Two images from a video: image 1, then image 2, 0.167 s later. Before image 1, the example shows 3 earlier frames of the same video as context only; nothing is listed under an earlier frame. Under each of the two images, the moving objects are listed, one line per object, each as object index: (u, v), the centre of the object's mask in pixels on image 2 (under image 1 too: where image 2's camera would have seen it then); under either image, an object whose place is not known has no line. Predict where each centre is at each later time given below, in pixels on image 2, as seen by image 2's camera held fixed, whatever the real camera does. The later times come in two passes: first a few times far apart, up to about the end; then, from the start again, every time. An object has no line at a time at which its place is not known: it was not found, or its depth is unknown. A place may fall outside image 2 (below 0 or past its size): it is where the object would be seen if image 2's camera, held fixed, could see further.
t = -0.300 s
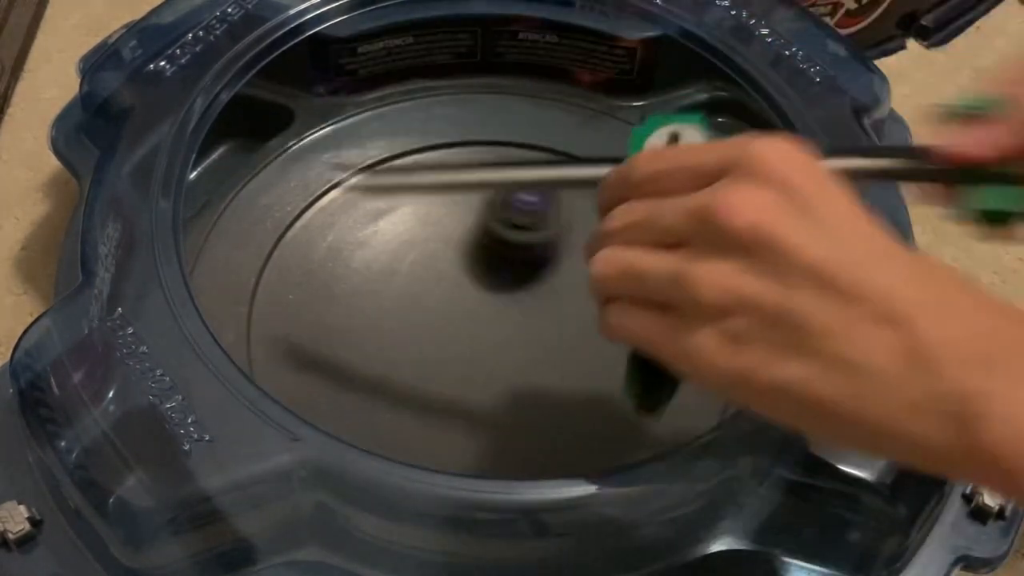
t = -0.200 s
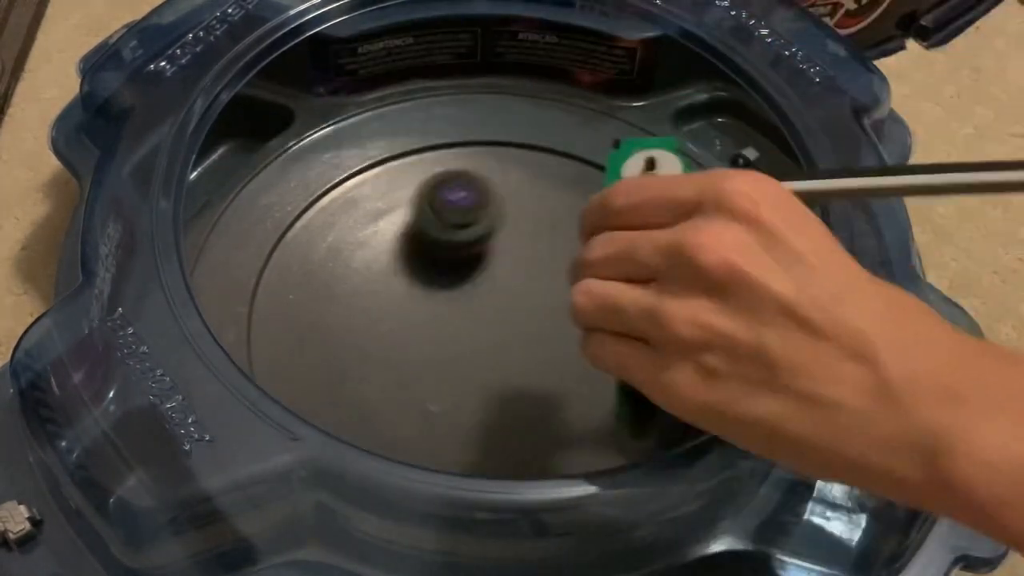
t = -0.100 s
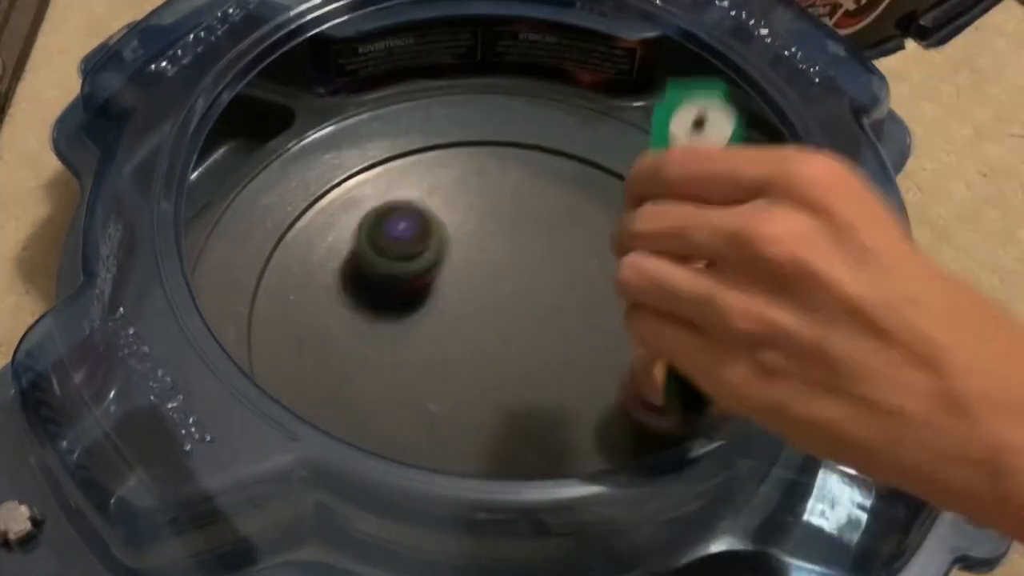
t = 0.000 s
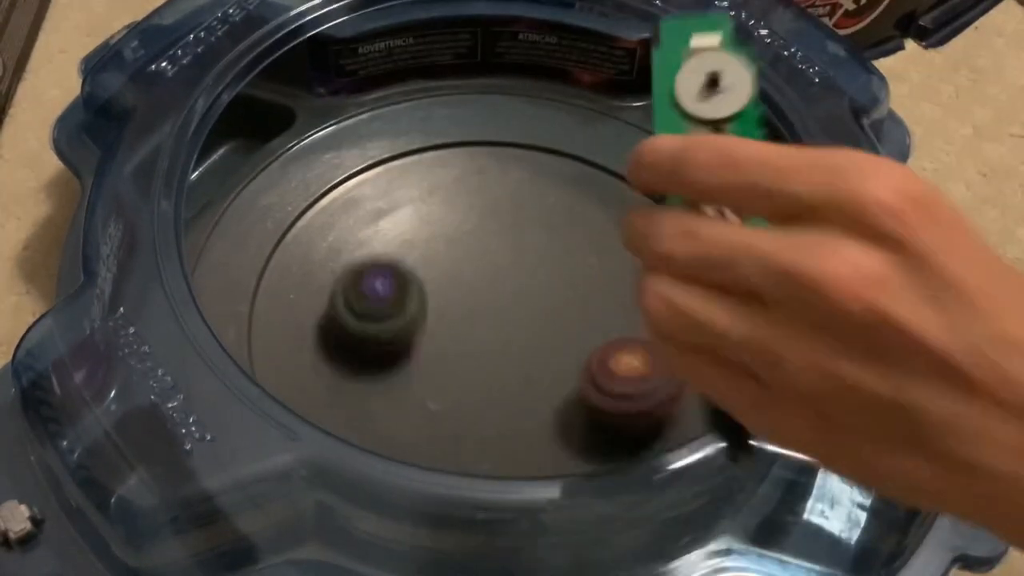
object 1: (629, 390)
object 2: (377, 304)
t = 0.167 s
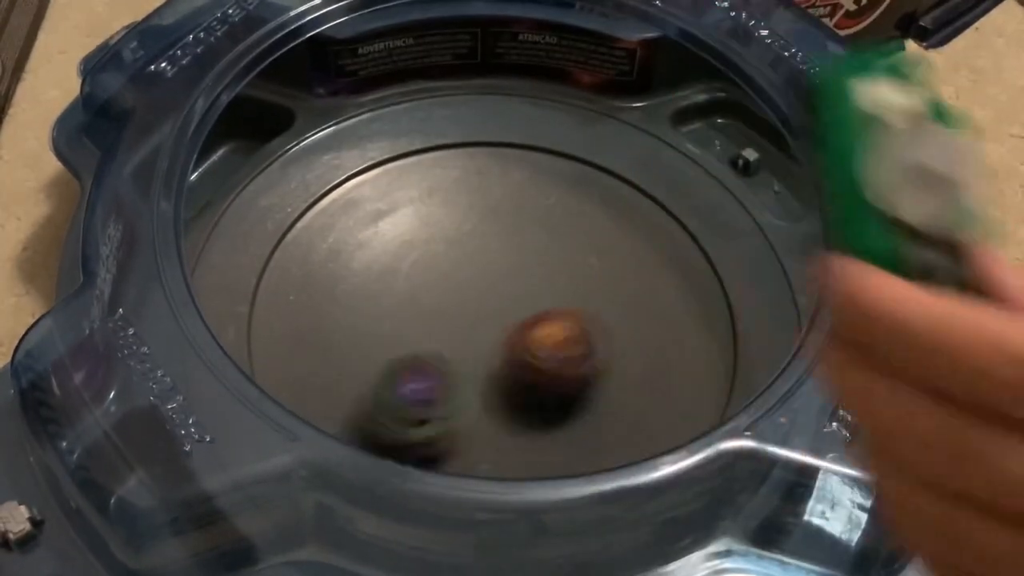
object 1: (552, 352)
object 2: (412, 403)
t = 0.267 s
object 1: (652, 298)
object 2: (331, 410)
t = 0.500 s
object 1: (568, 206)
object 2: (416, 386)
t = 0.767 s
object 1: (334, 313)
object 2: (467, 307)
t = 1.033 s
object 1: (473, 457)
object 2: (457, 227)
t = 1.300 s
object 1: (636, 290)
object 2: (461, 247)
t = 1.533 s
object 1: (510, 157)
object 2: (534, 311)
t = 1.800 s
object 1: (345, 260)
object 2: (616, 332)
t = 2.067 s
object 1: (546, 430)
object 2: (571, 326)
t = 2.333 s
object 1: (717, 336)
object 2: (453, 353)
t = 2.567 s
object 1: (518, 235)
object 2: (411, 377)
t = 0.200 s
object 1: (595, 336)
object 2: (375, 411)
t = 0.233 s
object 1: (629, 314)
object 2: (335, 409)
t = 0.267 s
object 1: (652, 298)
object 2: (331, 410)
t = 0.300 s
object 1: (667, 278)
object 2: (334, 410)
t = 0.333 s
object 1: (668, 264)
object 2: (341, 408)
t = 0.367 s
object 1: (665, 246)
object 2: (350, 407)
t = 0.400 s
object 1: (652, 232)
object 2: (364, 406)
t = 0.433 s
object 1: (632, 221)
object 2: (379, 405)
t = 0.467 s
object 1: (602, 214)
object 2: (400, 391)
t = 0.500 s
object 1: (568, 206)
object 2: (416, 386)
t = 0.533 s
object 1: (530, 205)
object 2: (429, 379)
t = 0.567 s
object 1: (491, 209)
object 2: (439, 372)
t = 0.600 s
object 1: (455, 218)
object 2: (445, 364)
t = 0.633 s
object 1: (421, 233)
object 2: (450, 353)
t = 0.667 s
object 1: (391, 248)
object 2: (456, 342)
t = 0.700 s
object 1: (367, 267)
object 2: (460, 333)
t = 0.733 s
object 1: (346, 291)
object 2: (464, 321)
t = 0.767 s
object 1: (334, 313)
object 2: (467, 307)
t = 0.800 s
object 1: (329, 334)
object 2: (468, 294)
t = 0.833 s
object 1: (327, 369)
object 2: (469, 280)
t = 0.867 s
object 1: (335, 389)
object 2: (468, 267)
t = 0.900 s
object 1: (349, 409)
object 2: (467, 256)
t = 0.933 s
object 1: (373, 427)
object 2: (464, 248)
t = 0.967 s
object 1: (404, 441)
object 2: (463, 238)
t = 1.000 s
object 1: (435, 451)
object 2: (459, 233)
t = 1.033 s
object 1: (473, 457)
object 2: (457, 227)
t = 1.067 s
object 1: (510, 456)
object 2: (454, 223)
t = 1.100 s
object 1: (548, 451)
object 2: (452, 221)
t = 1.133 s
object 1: (582, 440)
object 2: (450, 222)
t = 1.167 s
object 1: (613, 418)
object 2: (451, 223)
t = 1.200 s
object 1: (630, 388)
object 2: (451, 226)
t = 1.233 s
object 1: (639, 355)
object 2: (453, 232)
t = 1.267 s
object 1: (641, 322)
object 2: (457, 239)
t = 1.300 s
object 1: (636, 290)
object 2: (461, 247)
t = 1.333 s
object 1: (625, 262)
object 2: (468, 255)
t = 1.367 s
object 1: (613, 239)
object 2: (477, 265)
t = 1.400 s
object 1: (598, 217)
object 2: (485, 275)
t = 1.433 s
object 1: (578, 197)
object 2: (497, 285)
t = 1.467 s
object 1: (555, 183)
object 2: (507, 295)
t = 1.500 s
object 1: (534, 168)
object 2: (521, 305)
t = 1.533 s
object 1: (510, 157)
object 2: (534, 311)
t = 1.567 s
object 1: (483, 146)
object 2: (547, 318)
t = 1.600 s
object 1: (453, 140)
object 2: (560, 323)
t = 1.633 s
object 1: (424, 140)
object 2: (572, 328)
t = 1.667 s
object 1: (396, 150)
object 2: (584, 330)
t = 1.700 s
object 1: (373, 169)
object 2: (595, 332)
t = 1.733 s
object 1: (354, 197)
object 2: (604, 333)
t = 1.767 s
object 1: (346, 227)
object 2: (611, 333)
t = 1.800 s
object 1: (345, 260)
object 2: (616, 332)
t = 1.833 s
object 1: (351, 294)
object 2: (618, 331)
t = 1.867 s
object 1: (366, 327)
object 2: (618, 330)
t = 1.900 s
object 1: (388, 356)
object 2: (616, 328)
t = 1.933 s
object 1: (415, 383)
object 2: (612, 326)
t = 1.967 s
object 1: (446, 406)
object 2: (605, 325)
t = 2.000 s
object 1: (480, 422)
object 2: (596, 324)
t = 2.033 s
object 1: (515, 429)
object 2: (584, 325)
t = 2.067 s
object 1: (546, 430)
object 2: (571, 326)
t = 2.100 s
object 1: (576, 428)
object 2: (558, 327)
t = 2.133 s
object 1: (600, 424)
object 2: (543, 328)
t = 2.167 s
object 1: (625, 420)
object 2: (526, 332)
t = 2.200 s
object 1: (650, 414)
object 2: (510, 335)
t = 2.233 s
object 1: (682, 399)
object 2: (495, 339)
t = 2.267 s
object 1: (700, 384)
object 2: (479, 344)
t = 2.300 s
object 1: (718, 363)
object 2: (465, 348)
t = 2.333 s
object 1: (717, 336)
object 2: (453, 353)
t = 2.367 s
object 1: (706, 308)
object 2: (443, 356)
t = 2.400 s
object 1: (684, 285)
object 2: (432, 362)
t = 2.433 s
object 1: (659, 264)
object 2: (423, 367)
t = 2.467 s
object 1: (621, 252)
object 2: (416, 371)
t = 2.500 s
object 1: (592, 242)
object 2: (412, 374)
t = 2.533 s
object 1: (555, 238)
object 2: (411, 375)
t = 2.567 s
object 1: (518, 235)
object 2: (411, 377)
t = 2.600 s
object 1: (485, 237)
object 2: (412, 379)
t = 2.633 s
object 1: (453, 242)
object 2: (414, 379)
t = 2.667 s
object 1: (420, 252)
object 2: (421, 377)
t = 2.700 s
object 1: (393, 261)
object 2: (426, 374)
